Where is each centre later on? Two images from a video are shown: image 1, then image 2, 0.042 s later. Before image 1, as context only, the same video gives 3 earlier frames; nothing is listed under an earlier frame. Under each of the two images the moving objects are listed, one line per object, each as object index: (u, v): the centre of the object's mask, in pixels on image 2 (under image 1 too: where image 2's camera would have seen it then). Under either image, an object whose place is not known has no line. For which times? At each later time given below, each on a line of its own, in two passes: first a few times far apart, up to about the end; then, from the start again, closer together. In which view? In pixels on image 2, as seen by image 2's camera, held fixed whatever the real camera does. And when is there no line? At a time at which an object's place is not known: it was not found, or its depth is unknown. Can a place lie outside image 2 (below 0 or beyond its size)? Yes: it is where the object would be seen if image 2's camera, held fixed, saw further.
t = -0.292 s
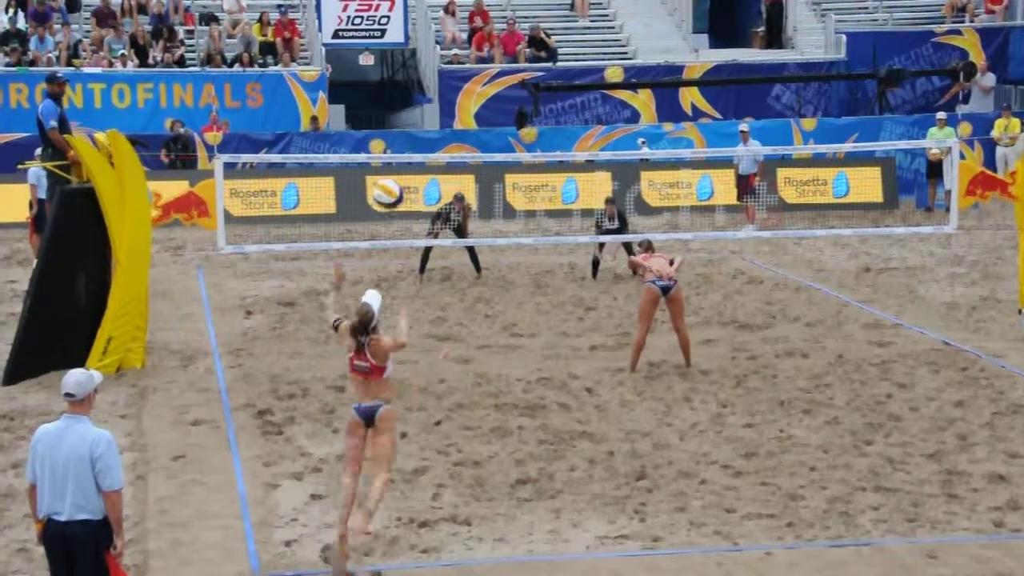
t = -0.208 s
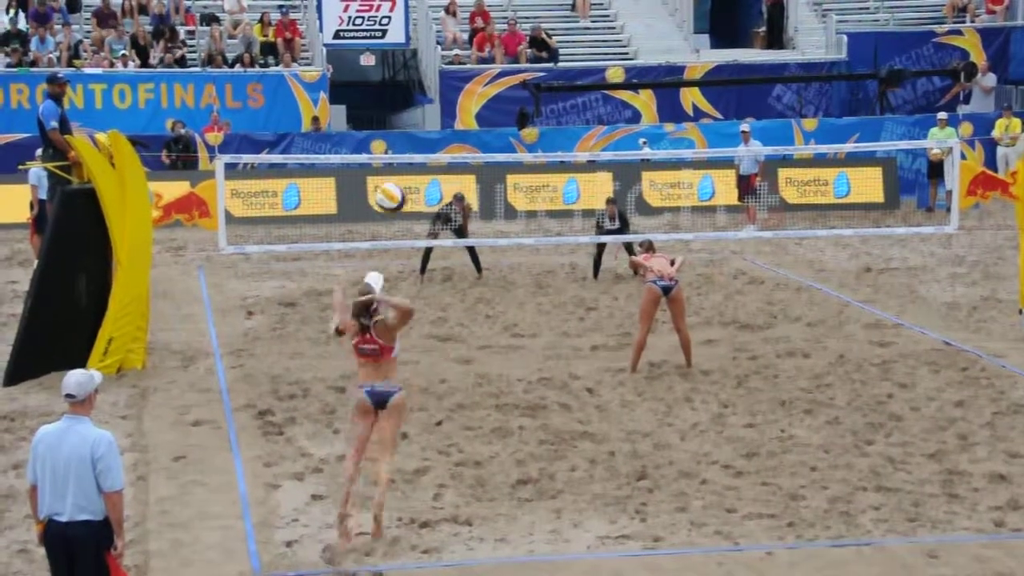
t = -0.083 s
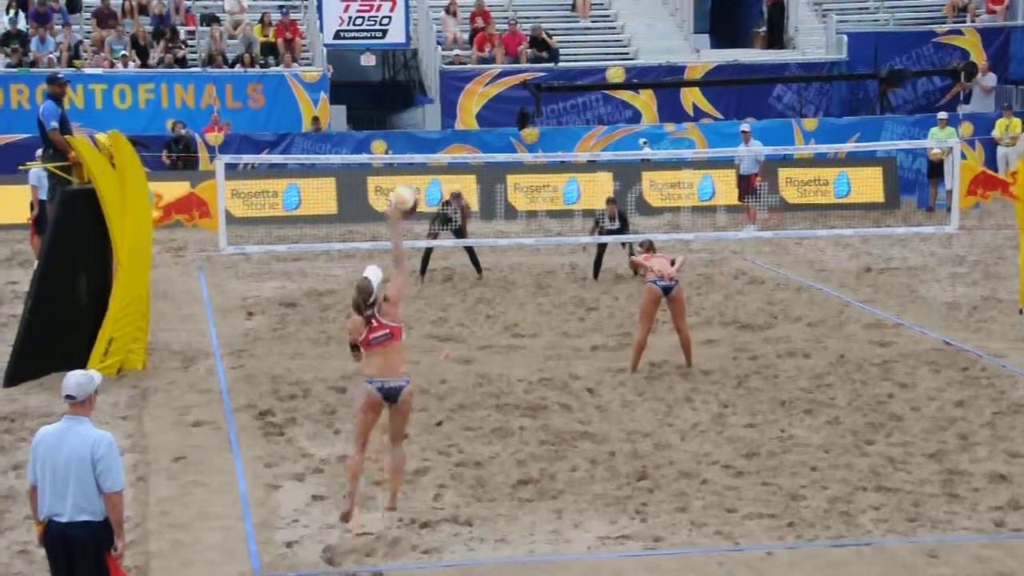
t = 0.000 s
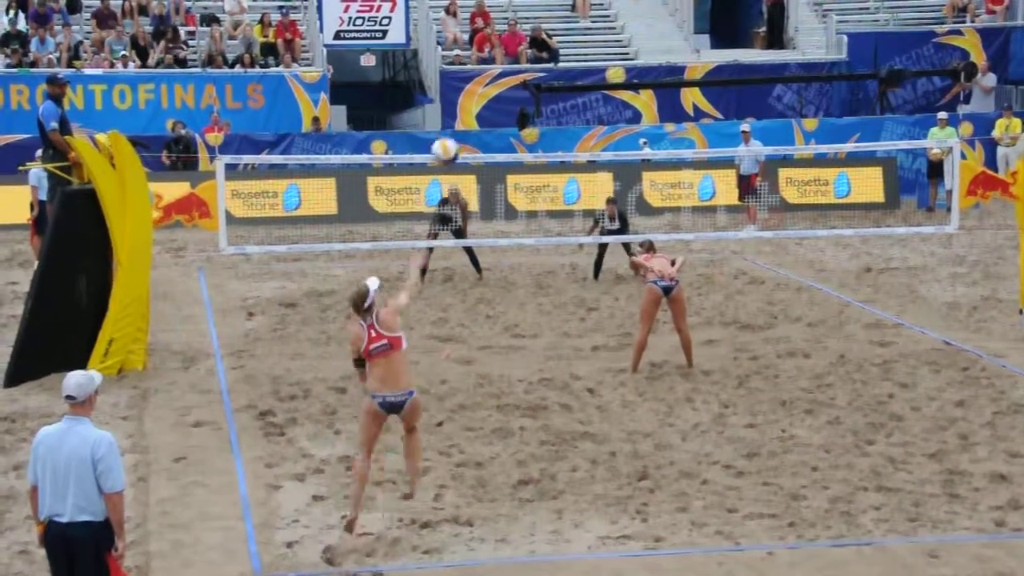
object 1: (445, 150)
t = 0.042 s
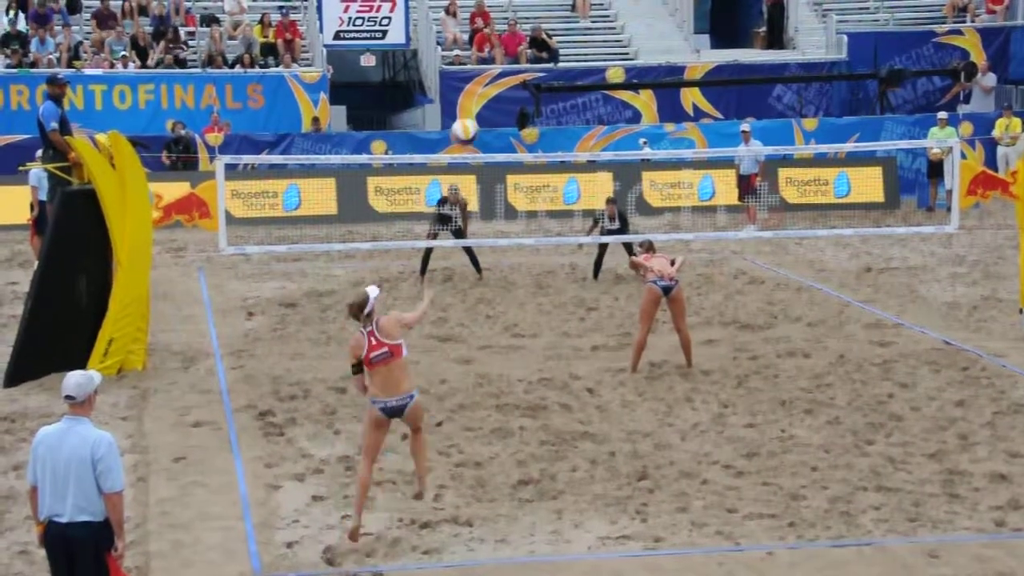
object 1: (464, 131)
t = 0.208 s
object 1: (533, 87)
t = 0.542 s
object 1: (631, 111)
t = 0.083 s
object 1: (484, 115)
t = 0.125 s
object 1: (502, 102)
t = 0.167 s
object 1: (519, 91)
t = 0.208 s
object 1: (533, 87)
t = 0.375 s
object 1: (589, 83)
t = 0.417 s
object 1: (601, 86)
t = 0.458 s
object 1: (611, 92)
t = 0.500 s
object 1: (622, 100)
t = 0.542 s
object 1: (631, 111)
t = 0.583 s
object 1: (638, 120)
